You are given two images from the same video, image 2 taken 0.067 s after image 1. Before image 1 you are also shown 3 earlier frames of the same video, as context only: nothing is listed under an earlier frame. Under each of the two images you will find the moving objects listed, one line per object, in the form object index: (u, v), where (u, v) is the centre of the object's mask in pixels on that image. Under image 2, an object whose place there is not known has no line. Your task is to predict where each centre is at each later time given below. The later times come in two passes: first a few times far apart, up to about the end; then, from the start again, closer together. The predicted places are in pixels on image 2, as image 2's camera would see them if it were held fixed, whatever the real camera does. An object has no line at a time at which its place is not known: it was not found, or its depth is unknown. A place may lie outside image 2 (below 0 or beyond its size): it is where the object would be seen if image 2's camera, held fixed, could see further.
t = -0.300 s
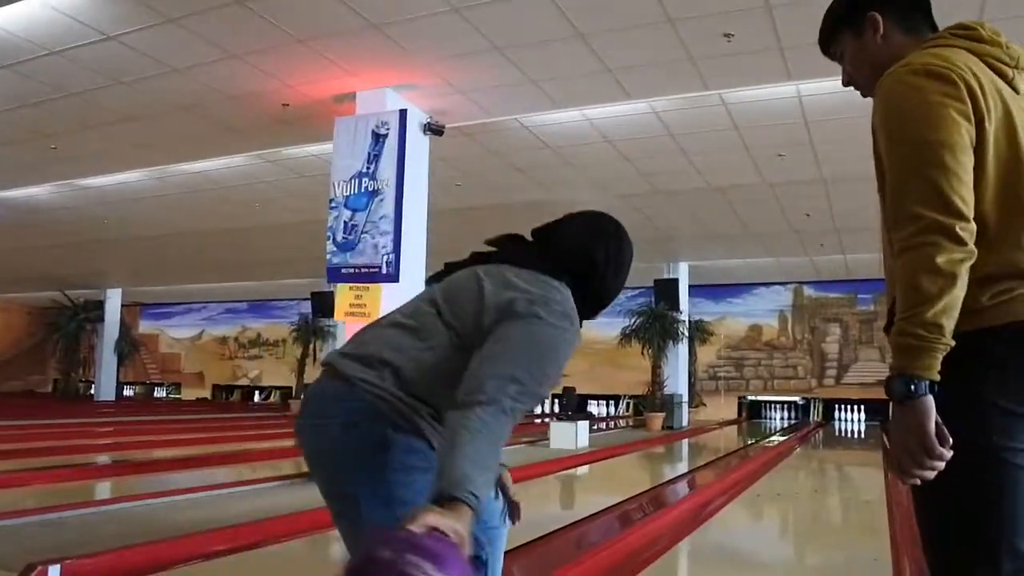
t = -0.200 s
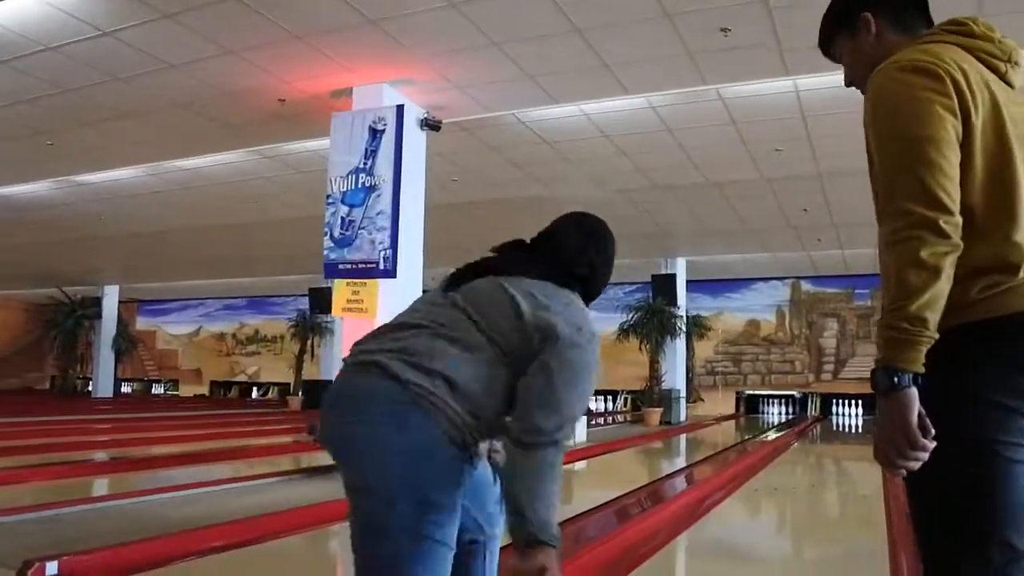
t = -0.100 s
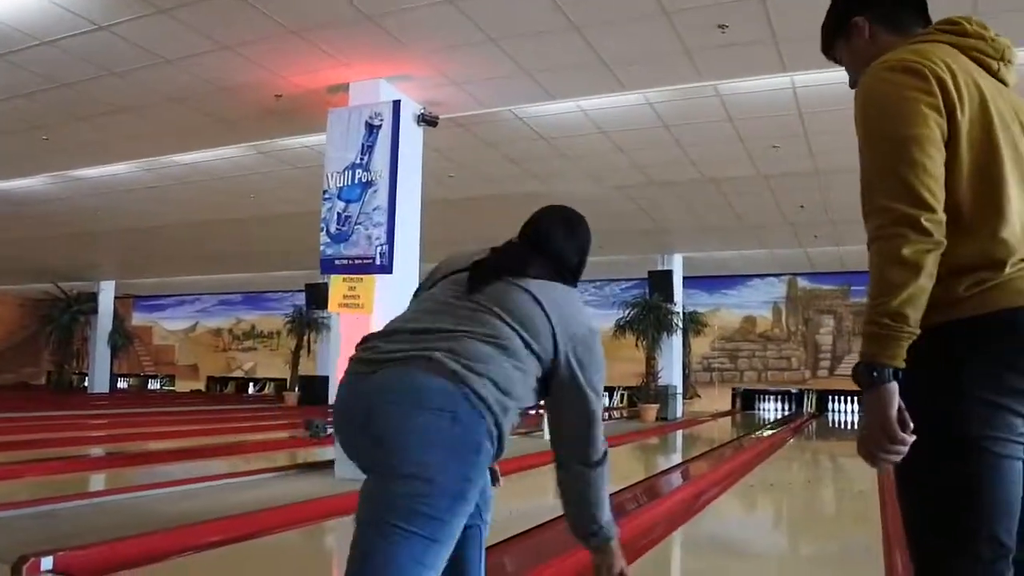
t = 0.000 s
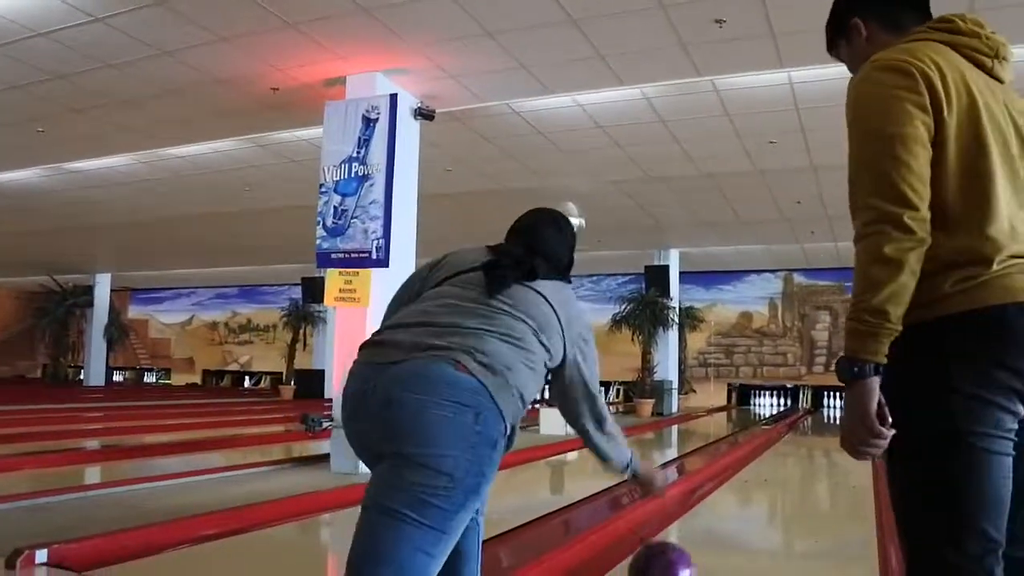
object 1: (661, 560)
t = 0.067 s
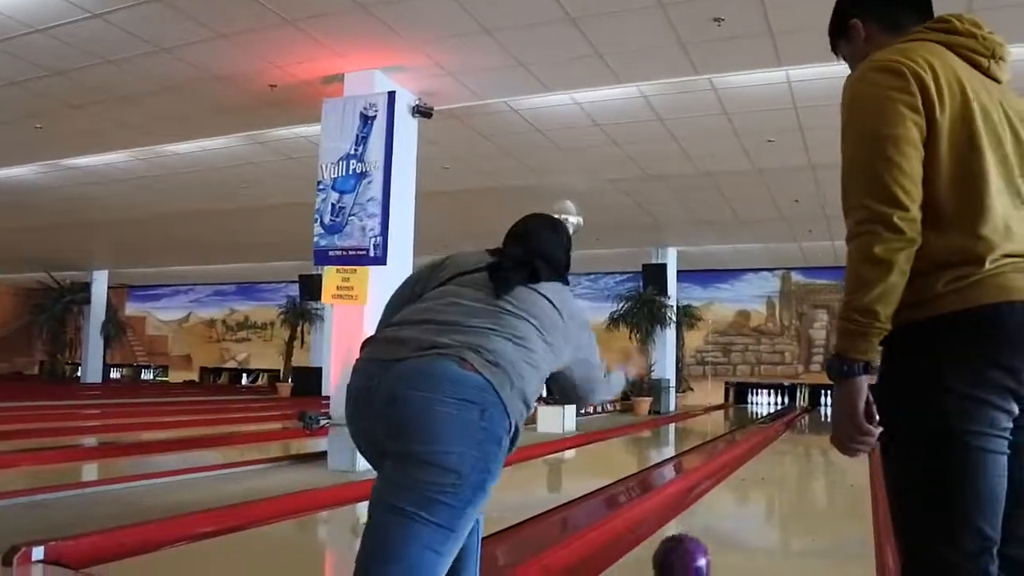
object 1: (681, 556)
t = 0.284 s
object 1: (727, 507)
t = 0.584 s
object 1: (762, 466)
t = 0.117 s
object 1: (695, 547)
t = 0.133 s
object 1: (699, 543)
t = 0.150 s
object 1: (703, 538)
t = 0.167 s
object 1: (706, 534)
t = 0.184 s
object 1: (710, 529)
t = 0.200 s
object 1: (713, 525)
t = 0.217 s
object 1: (716, 522)
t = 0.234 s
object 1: (719, 517)
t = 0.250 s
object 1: (722, 513)
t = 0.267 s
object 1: (724, 510)
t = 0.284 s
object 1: (727, 507)
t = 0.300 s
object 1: (729, 504)
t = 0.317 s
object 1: (731, 501)
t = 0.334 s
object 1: (733, 498)
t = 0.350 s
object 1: (736, 495)
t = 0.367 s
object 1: (738, 492)
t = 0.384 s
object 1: (740, 489)
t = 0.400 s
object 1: (742, 486)
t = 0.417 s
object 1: (744, 485)
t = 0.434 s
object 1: (746, 483)
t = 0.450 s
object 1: (748, 481)
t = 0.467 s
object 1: (750, 479)
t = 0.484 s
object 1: (752, 477)
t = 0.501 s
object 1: (755, 475)
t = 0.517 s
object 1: (756, 473)
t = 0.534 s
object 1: (758, 471)
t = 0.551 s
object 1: (759, 469)
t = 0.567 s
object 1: (760, 468)
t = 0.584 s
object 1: (762, 466)
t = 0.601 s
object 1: (763, 464)
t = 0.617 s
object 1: (764, 463)
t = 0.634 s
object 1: (765, 461)
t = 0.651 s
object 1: (766, 460)
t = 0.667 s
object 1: (767, 458)
